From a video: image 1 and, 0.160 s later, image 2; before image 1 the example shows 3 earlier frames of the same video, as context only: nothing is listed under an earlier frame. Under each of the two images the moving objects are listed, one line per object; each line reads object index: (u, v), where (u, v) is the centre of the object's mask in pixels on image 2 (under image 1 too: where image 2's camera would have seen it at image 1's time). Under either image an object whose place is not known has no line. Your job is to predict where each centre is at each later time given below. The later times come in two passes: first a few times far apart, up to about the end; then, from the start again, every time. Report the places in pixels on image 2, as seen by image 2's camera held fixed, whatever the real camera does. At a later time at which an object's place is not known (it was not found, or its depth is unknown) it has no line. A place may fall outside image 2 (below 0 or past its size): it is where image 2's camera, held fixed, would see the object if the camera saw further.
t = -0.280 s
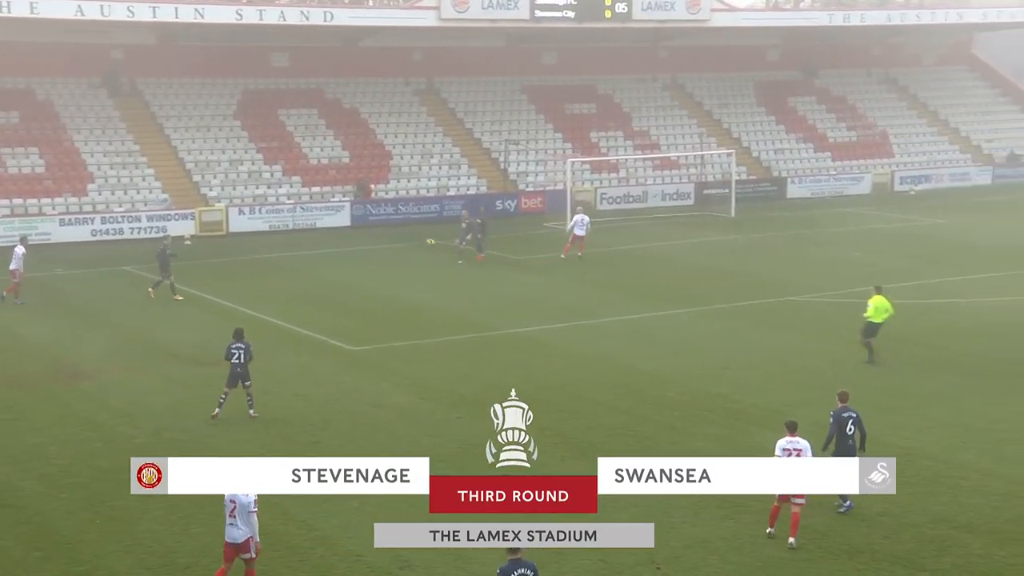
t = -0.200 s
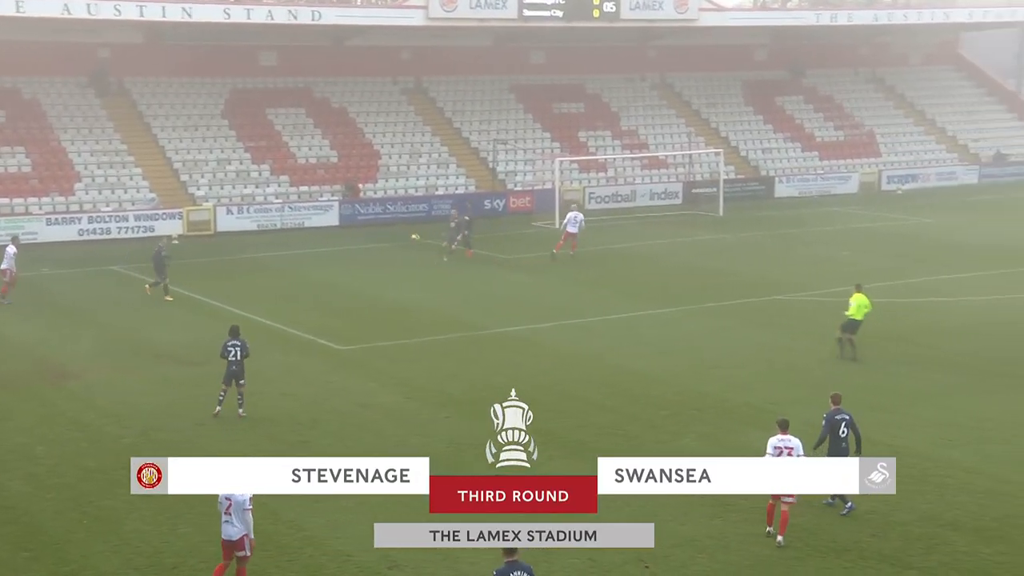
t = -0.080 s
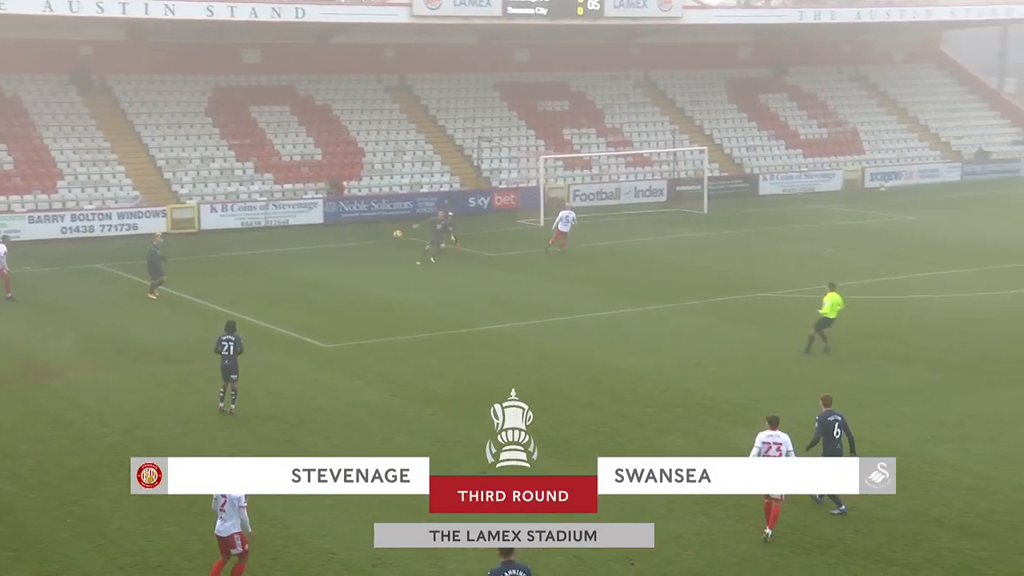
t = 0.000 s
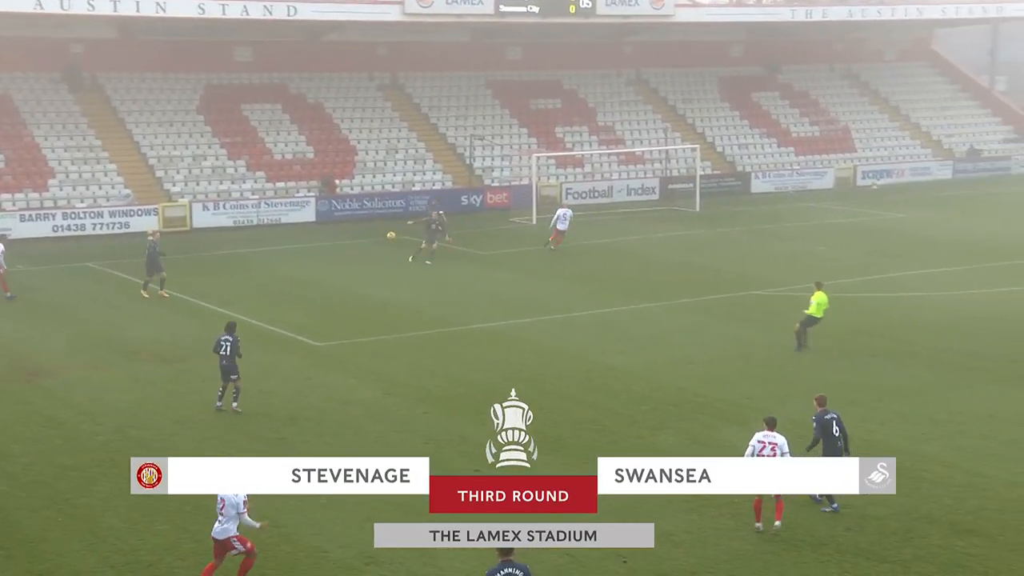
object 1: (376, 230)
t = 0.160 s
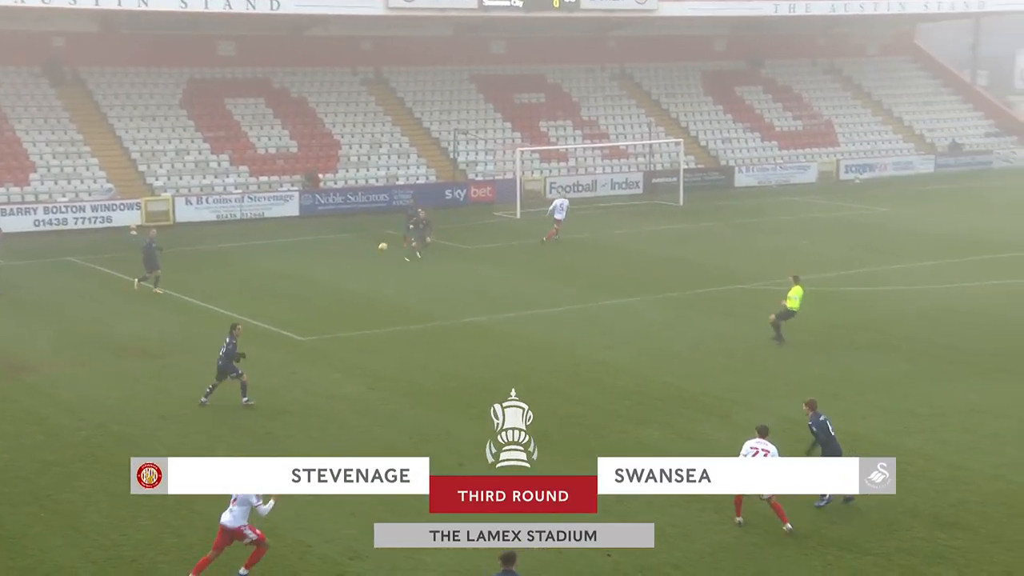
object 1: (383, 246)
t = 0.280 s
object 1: (393, 270)
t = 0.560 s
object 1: (439, 368)
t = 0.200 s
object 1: (386, 254)
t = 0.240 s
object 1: (389, 261)
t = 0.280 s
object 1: (393, 270)
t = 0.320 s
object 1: (398, 280)
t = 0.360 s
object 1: (404, 291)
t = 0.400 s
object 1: (410, 304)
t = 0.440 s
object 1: (417, 318)
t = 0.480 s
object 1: (424, 333)
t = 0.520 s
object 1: (432, 350)
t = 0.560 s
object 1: (439, 368)
